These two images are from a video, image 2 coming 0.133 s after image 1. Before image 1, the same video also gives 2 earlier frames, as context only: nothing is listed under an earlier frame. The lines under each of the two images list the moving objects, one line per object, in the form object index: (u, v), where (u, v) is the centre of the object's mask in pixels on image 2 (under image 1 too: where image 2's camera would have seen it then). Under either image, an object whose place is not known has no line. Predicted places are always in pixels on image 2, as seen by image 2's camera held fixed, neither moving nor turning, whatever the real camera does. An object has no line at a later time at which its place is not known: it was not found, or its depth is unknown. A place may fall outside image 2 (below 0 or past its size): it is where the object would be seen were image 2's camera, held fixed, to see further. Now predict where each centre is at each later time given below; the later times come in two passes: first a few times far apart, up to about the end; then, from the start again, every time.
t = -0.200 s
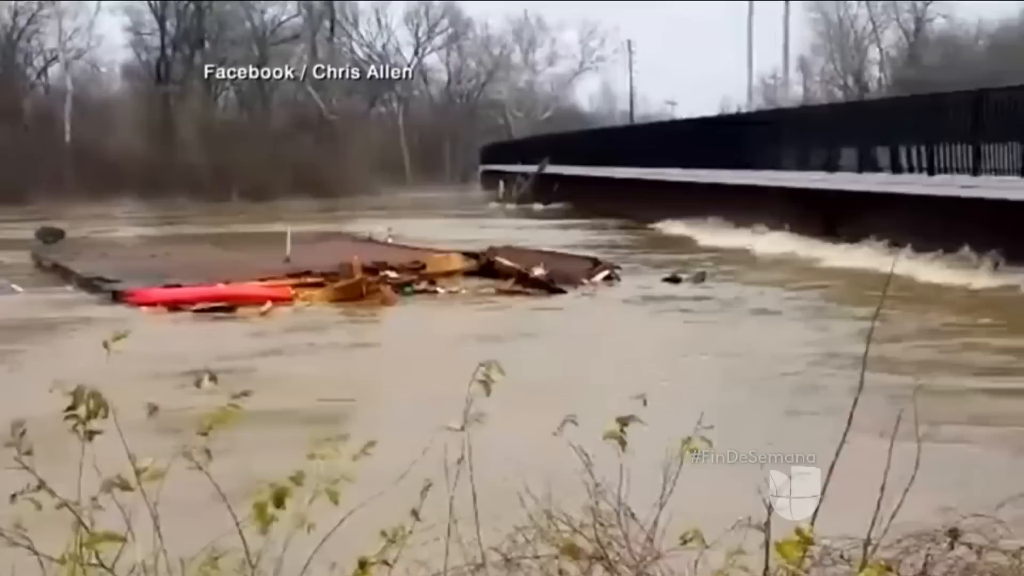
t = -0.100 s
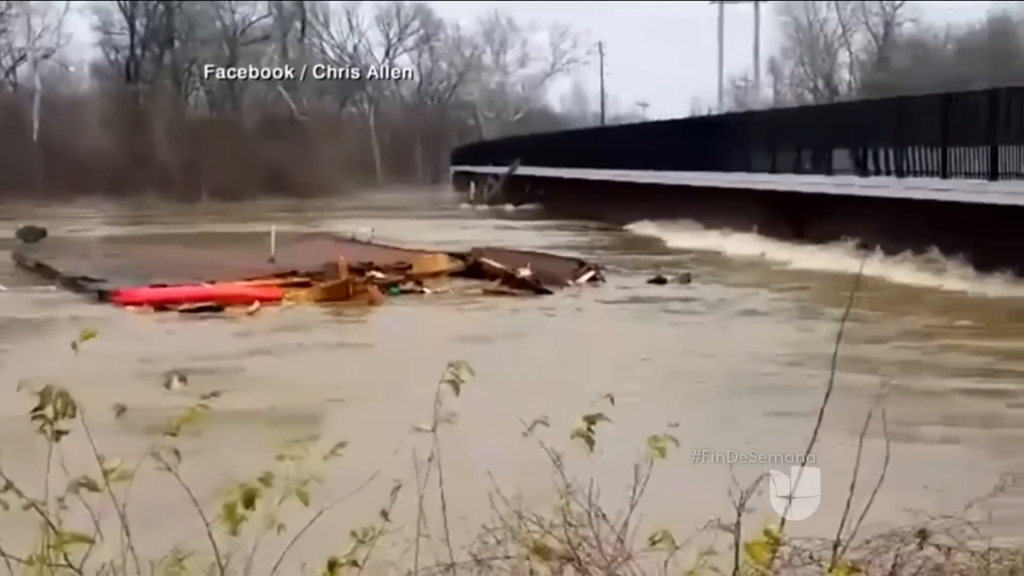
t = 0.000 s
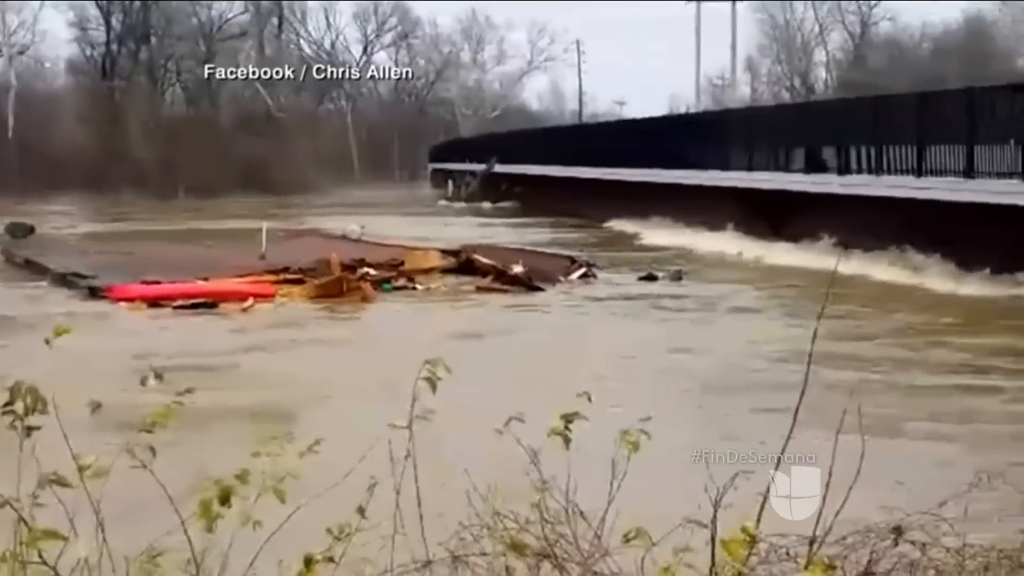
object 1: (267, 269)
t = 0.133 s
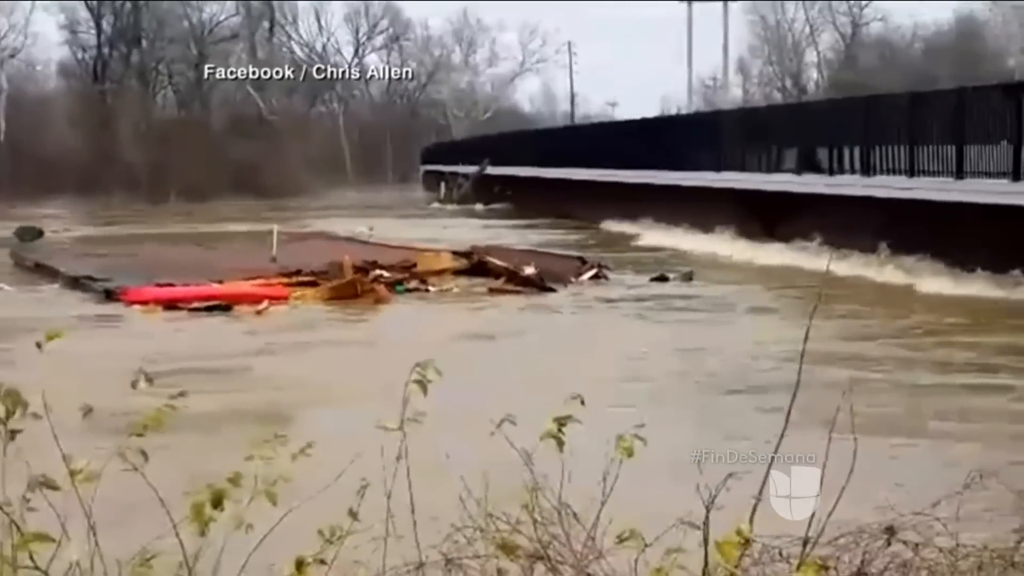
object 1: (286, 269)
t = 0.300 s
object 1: (309, 267)
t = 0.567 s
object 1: (345, 267)
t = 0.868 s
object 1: (385, 264)
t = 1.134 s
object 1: (413, 264)
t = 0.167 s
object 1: (289, 268)
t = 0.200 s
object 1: (295, 268)
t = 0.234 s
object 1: (300, 268)
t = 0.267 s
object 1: (305, 268)
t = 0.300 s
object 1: (309, 267)
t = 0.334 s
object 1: (313, 267)
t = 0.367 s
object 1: (318, 266)
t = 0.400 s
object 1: (324, 266)
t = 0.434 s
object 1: (327, 266)
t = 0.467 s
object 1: (332, 266)
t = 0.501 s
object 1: (338, 266)
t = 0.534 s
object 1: (341, 267)
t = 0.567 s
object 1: (345, 267)
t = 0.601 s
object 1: (350, 266)
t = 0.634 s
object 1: (354, 265)
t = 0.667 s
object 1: (359, 264)
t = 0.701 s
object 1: (364, 263)
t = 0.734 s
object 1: (369, 265)
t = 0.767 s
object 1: (372, 265)
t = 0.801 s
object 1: (376, 264)
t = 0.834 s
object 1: (379, 264)
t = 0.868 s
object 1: (385, 264)
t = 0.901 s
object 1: (390, 263)
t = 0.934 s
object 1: (396, 263)
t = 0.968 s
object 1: (396, 264)
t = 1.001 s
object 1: (399, 264)
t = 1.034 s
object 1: (404, 263)
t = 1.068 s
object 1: (408, 264)
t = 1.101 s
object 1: (414, 264)
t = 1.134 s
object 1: (413, 264)
